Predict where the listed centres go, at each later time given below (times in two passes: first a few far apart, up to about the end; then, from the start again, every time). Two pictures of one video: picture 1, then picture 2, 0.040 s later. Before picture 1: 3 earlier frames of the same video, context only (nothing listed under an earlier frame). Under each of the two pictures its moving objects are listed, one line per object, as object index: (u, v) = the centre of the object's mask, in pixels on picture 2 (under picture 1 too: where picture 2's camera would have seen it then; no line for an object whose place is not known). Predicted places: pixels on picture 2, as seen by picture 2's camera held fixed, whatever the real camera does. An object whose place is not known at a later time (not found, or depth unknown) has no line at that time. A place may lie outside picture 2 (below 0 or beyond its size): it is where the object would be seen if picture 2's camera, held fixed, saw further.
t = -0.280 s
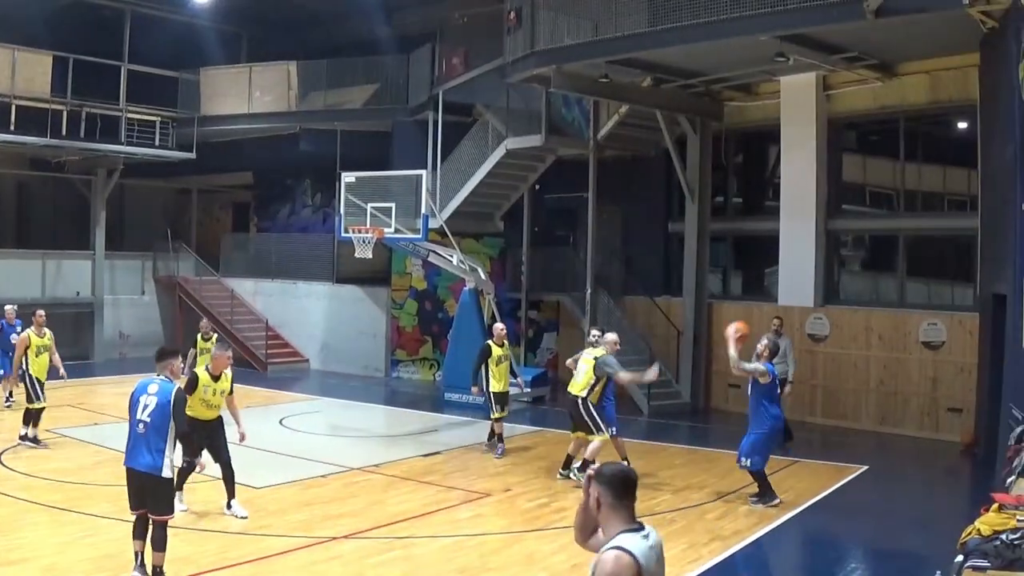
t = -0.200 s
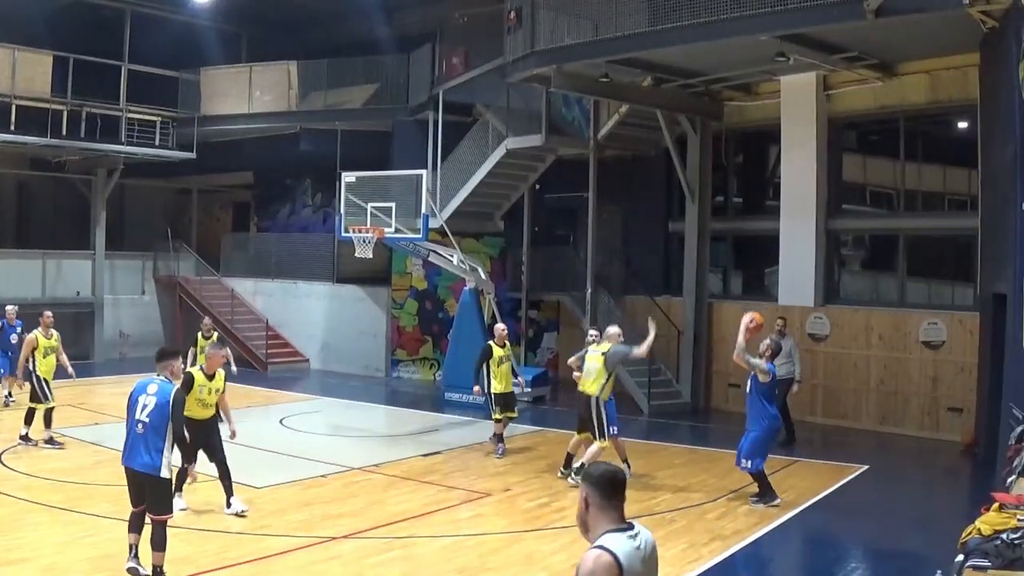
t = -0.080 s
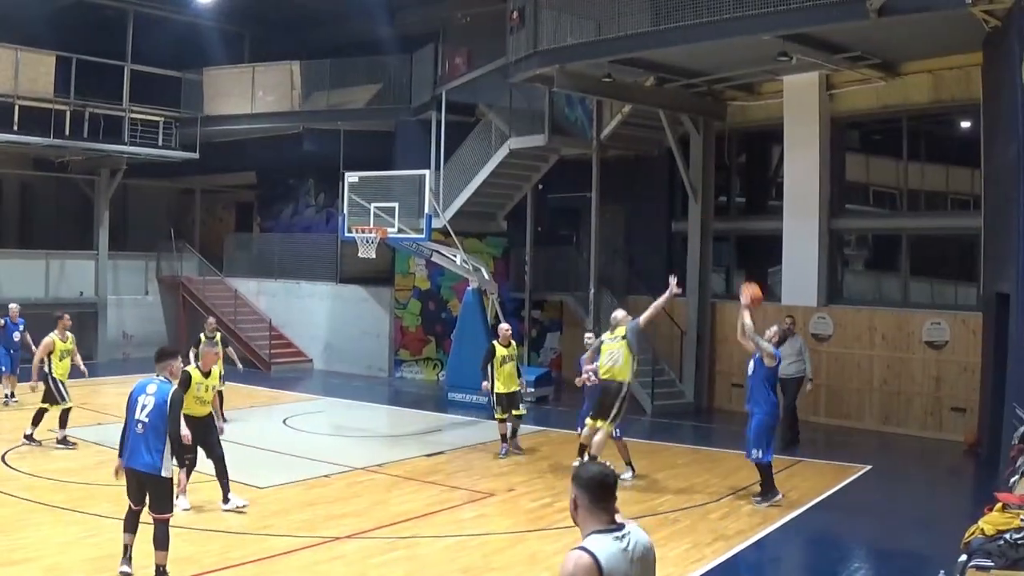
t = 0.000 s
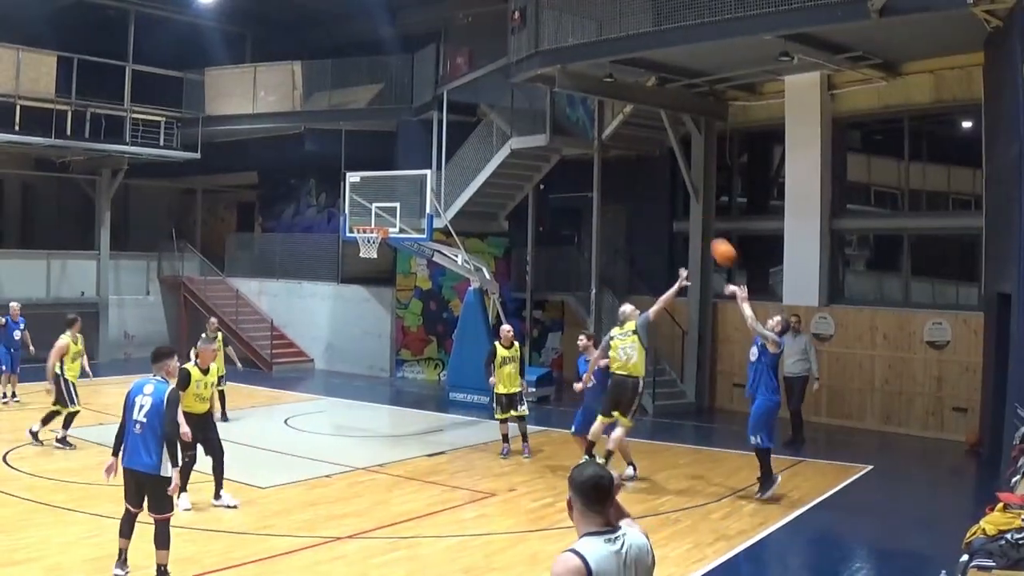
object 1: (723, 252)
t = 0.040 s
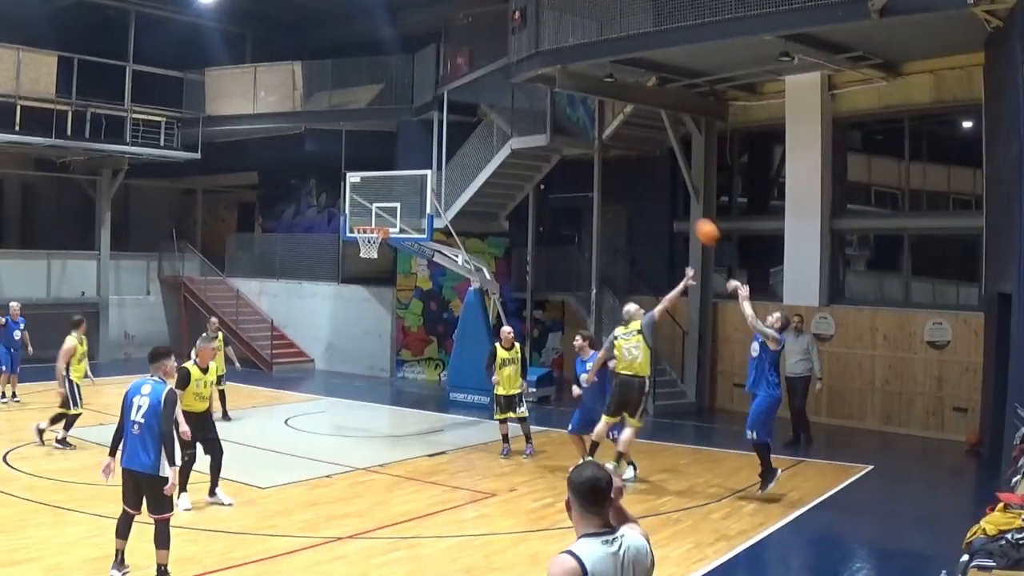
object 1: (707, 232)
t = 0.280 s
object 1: (616, 150)
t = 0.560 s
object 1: (528, 121)
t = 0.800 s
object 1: (465, 143)
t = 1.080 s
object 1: (403, 207)
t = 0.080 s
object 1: (690, 213)
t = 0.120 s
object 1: (675, 197)
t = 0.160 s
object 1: (660, 183)
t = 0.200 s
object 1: (645, 170)
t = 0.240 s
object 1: (631, 159)
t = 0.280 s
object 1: (616, 150)
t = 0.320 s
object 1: (603, 142)
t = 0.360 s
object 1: (589, 135)
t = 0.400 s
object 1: (576, 129)
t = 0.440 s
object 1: (564, 126)
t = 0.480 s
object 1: (552, 123)
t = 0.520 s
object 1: (540, 122)
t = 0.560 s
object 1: (528, 121)
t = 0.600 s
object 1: (517, 122)
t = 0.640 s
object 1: (506, 124)
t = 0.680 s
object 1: (496, 127)
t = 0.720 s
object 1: (485, 131)
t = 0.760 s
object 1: (475, 137)
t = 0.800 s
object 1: (465, 143)
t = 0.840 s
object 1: (456, 150)
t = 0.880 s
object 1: (446, 157)
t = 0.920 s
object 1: (436, 165)
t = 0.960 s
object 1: (427, 175)
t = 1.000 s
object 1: (419, 186)
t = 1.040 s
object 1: (411, 196)
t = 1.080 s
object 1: (403, 207)
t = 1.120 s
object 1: (394, 219)
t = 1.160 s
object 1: (390, 219)
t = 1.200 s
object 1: (391, 211)
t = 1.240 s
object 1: (394, 203)
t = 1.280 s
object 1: (397, 196)
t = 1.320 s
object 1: (400, 191)
